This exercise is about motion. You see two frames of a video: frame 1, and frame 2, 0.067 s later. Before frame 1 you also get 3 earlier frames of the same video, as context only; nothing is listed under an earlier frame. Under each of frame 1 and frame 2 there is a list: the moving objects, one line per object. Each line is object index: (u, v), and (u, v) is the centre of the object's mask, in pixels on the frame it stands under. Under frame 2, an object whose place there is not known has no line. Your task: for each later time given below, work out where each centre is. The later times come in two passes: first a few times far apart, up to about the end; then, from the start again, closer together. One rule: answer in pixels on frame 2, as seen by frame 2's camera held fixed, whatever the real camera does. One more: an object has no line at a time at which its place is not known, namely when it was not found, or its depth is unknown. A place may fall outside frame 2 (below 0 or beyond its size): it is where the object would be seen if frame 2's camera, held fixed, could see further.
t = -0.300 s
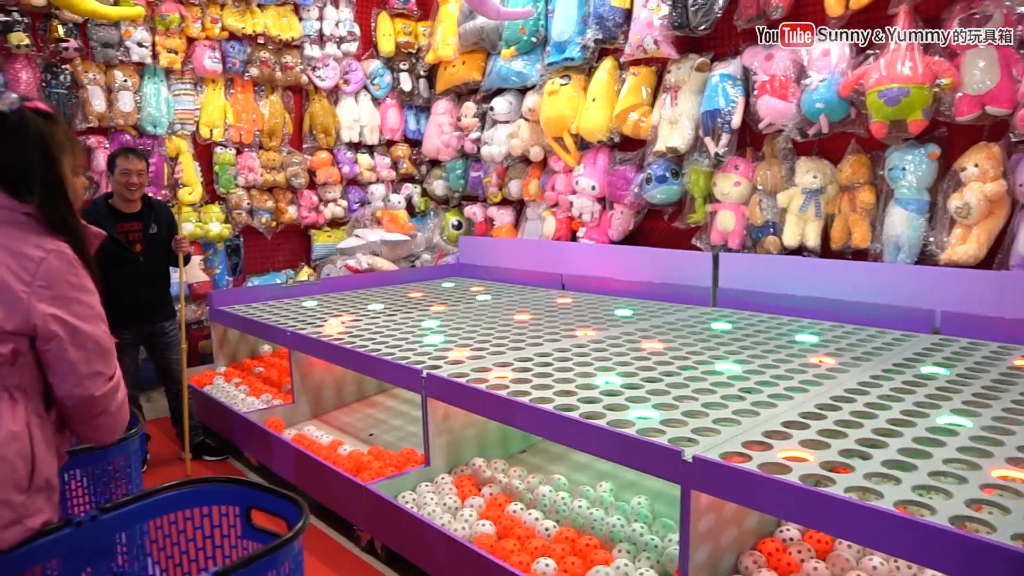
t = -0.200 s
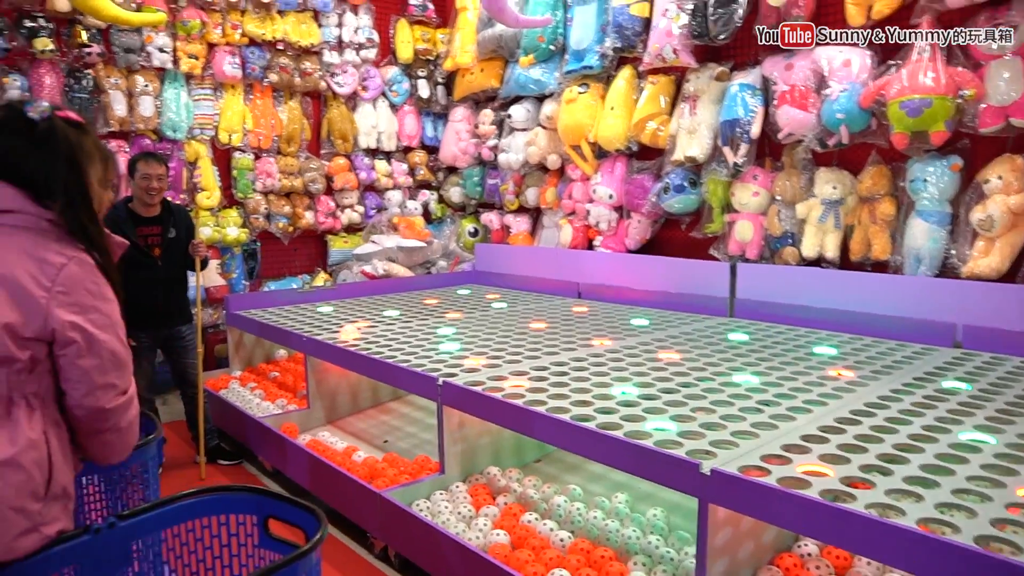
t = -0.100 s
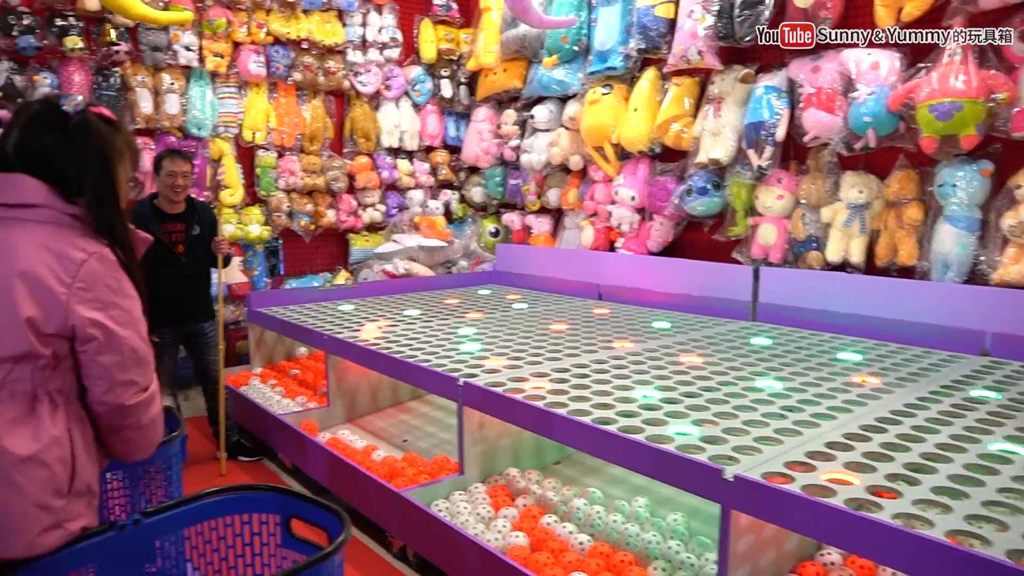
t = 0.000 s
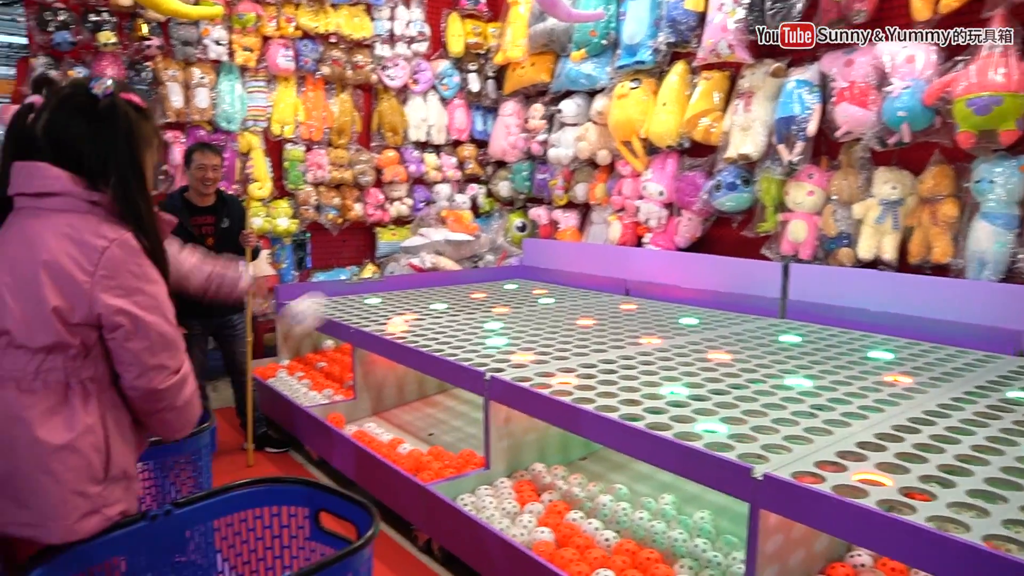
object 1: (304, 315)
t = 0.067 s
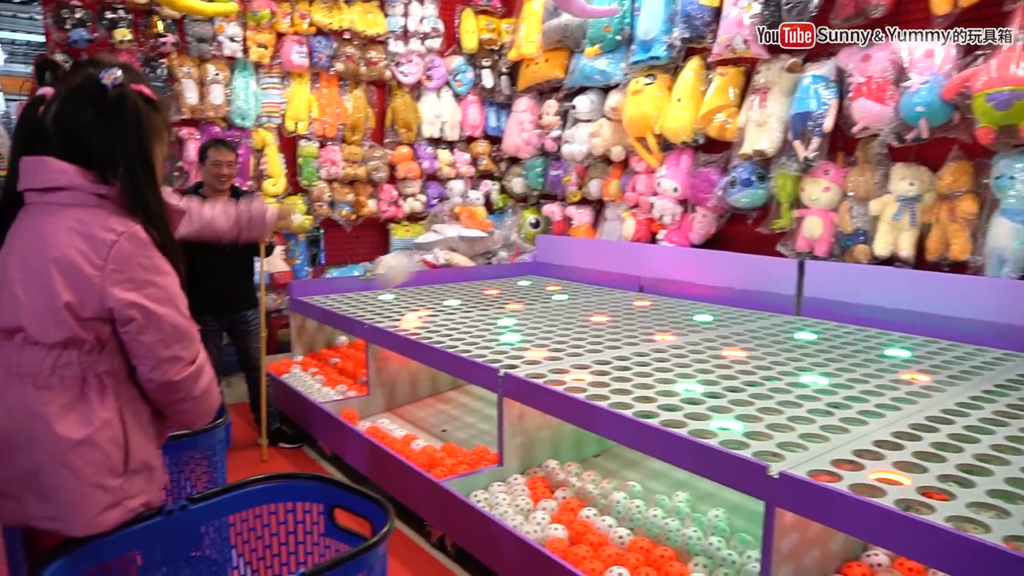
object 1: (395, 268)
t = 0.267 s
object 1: (568, 253)
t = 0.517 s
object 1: (695, 356)
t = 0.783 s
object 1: (738, 278)
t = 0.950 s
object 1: (754, 313)
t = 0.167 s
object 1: (487, 246)
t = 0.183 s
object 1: (505, 245)
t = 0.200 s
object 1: (518, 244)
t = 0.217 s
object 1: (531, 245)
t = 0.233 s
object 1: (545, 247)
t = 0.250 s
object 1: (556, 250)
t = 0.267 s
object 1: (568, 253)
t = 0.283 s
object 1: (580, 258)
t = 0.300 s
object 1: (591, 263)
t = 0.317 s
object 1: (601, 268)
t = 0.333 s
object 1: (612, 274)
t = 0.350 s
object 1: (621, 281)
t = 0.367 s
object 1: (630, 288)
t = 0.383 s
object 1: (639, 296)
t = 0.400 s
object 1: (648, 304)
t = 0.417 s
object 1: (657, 315)
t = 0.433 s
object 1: (664, 322)
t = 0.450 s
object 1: (672, 332)
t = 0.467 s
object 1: (679, 343)
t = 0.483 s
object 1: (685, 352)
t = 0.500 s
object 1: (692, 362)
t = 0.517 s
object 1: (695, 356)
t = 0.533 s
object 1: (699, 345)
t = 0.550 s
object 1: (702, 335)
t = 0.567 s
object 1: (705, 327)
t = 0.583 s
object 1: (708, 319)
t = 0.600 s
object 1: (711, 311)
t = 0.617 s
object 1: (714, 305)
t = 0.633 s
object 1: (717, 300)
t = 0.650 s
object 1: (719, 294)
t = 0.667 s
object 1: (722, 290)
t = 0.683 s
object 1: (724, 287)
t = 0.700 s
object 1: (727, 284)
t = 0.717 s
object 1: (729, 281)
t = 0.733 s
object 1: (731, 279)
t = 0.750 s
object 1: (733, 278)
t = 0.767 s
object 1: (736, 278)
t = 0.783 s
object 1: (738, 278)
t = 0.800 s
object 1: (740, 279)
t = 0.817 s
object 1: (741, 281)
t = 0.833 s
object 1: (743, 283)
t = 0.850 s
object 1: (745, 286)
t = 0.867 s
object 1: (747, 289)
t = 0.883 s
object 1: (748, 293)
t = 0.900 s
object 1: (750, 297)
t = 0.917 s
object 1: (751, 301)
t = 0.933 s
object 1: (753, 307)
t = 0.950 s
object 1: (754, 313)
